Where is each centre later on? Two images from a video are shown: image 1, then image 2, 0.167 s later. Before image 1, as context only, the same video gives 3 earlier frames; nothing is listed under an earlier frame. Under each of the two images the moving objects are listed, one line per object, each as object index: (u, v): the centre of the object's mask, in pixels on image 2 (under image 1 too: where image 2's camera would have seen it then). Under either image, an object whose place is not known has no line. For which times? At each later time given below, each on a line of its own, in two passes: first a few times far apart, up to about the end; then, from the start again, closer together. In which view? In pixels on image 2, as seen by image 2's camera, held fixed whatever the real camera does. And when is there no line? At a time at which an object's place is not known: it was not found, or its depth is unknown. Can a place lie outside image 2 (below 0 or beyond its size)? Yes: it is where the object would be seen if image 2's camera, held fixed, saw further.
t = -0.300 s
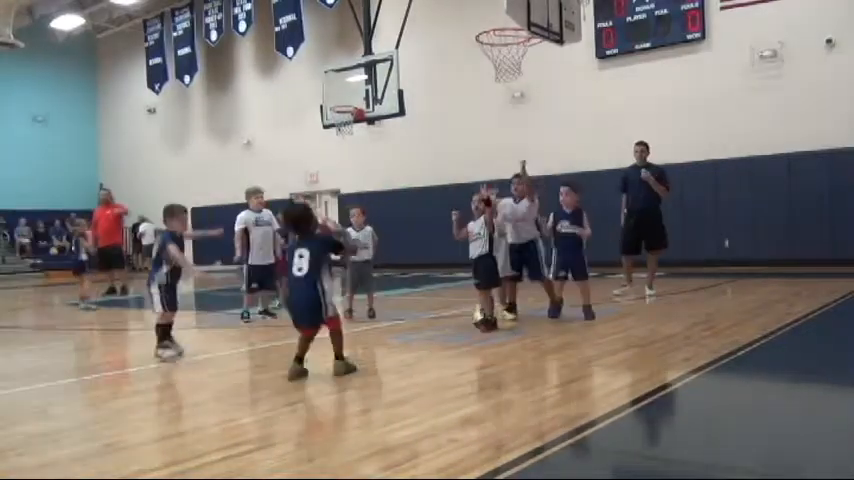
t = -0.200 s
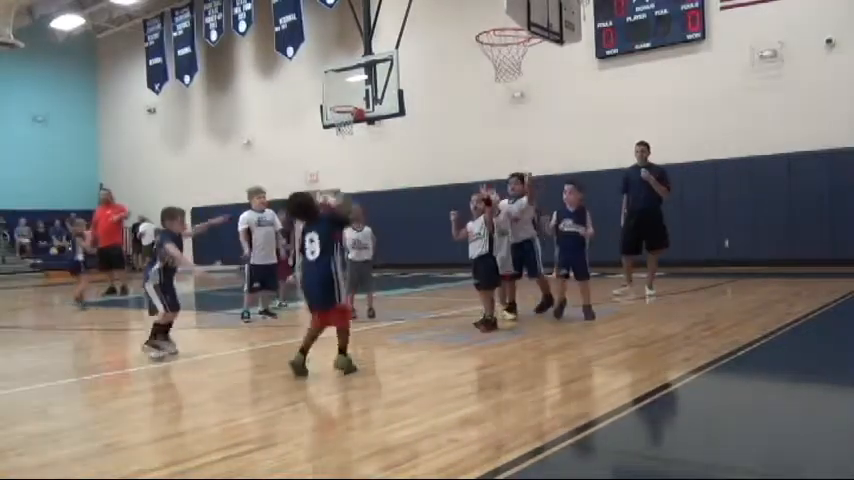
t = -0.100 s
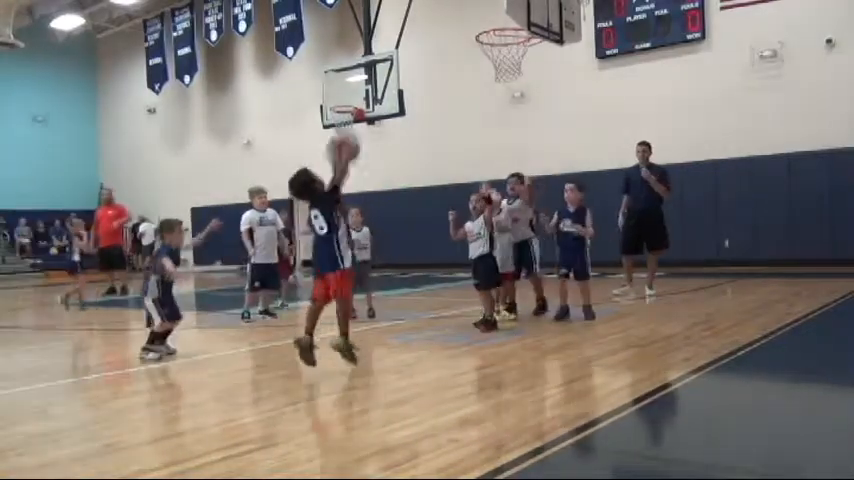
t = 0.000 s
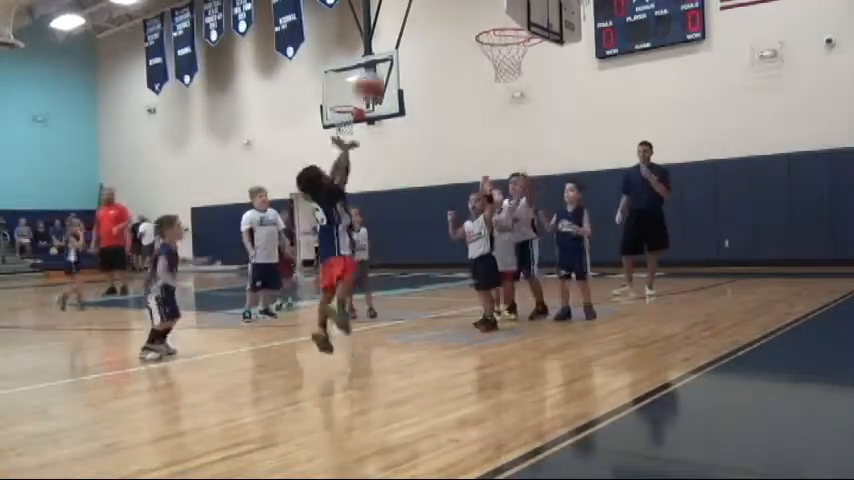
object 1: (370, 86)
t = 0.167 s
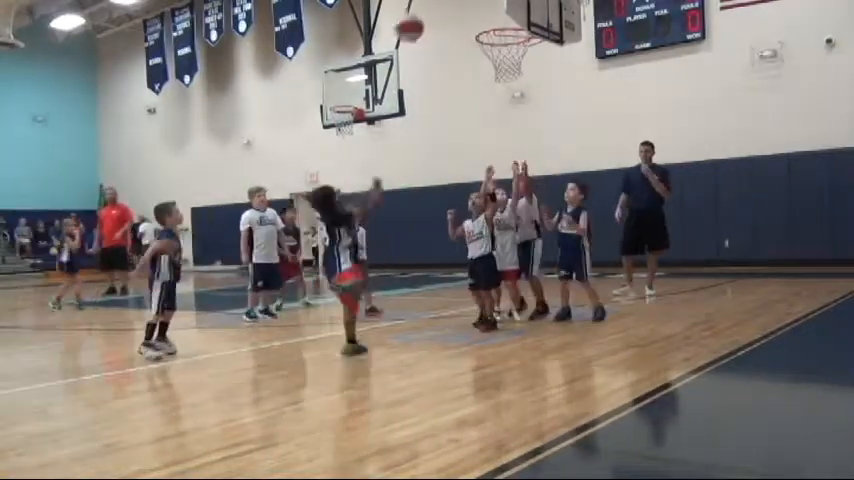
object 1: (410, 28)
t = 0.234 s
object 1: (425, 18)
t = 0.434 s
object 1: (463, 17)
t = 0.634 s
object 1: (495, 60)
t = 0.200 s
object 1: (417, 23)
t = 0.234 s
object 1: (425, 18)
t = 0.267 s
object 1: (432, 14)
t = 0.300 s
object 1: (438, 12)
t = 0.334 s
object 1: (445, 11)
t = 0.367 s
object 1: (451, 12)
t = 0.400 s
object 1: (457, 13)
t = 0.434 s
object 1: (463, 17)
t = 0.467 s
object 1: (469, 21)
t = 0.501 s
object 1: (475, 27)
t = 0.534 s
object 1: (480, 34)
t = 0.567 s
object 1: (485, 41)
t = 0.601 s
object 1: (491, 52)
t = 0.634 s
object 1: (495, 60)
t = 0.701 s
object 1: (506, 82)
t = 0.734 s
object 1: (510, 94)
